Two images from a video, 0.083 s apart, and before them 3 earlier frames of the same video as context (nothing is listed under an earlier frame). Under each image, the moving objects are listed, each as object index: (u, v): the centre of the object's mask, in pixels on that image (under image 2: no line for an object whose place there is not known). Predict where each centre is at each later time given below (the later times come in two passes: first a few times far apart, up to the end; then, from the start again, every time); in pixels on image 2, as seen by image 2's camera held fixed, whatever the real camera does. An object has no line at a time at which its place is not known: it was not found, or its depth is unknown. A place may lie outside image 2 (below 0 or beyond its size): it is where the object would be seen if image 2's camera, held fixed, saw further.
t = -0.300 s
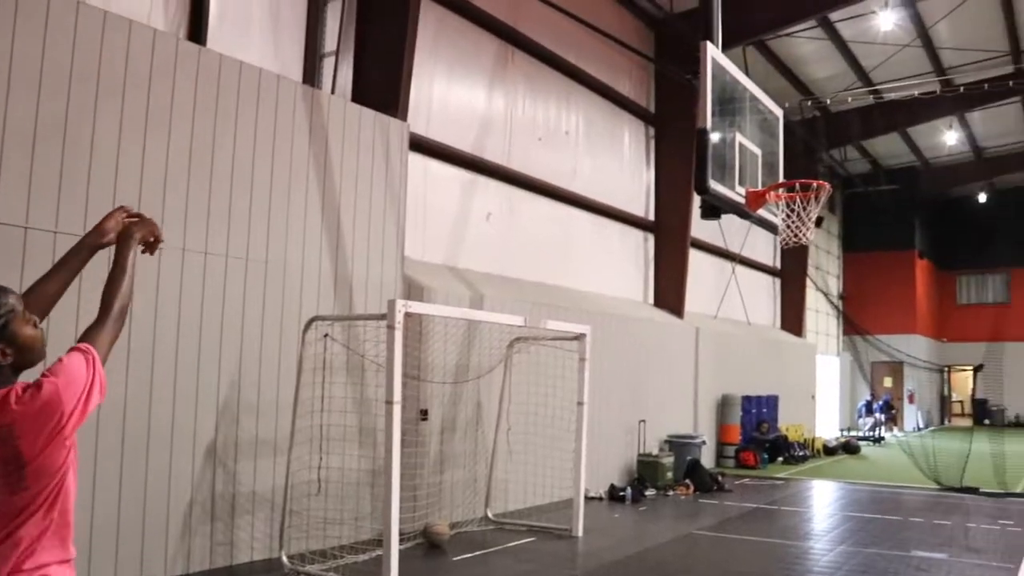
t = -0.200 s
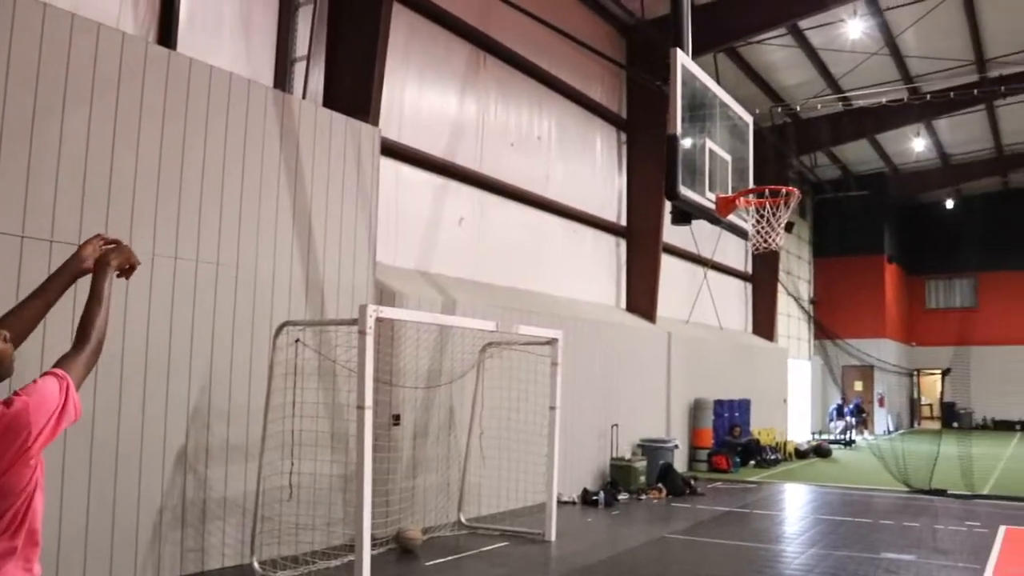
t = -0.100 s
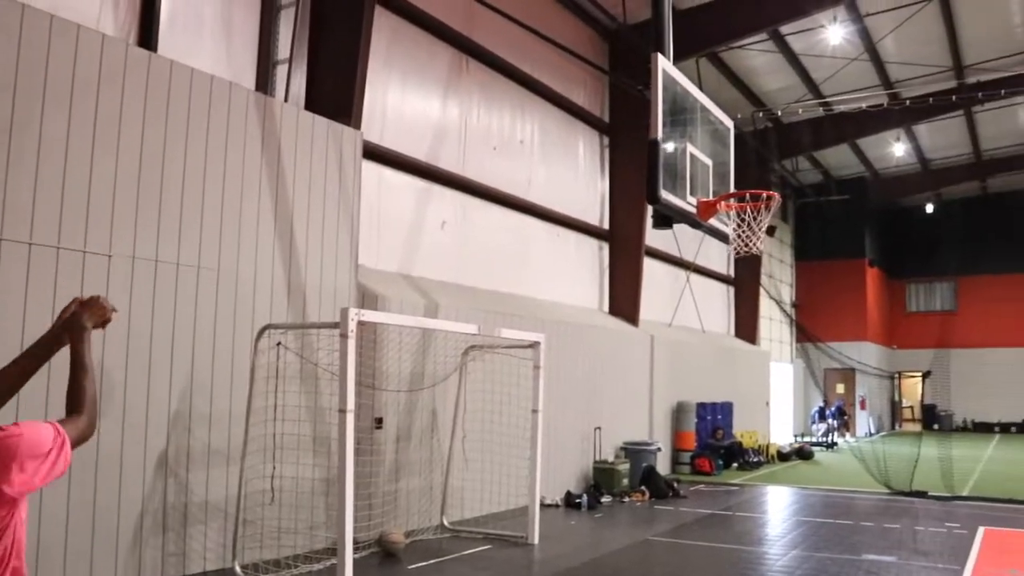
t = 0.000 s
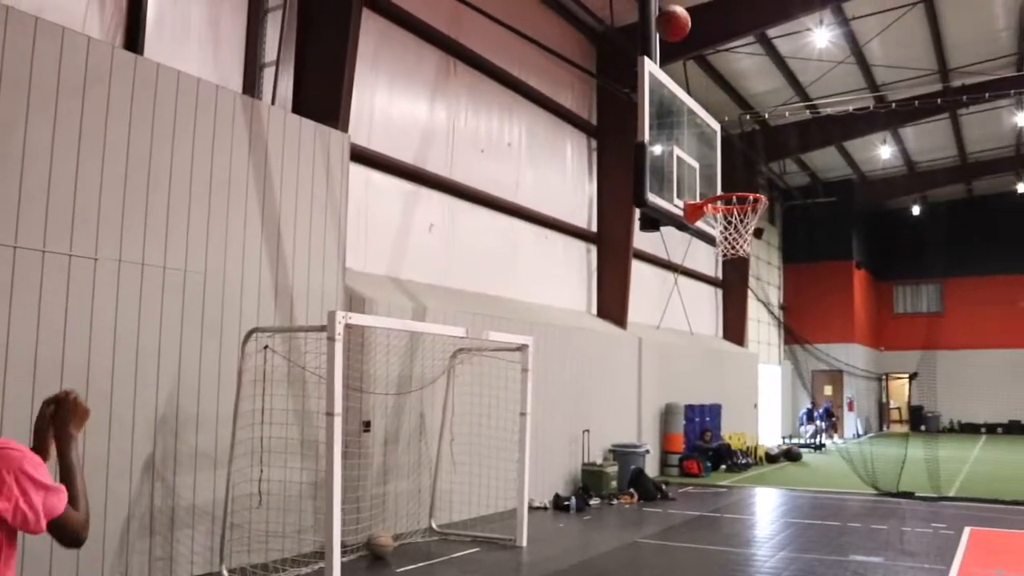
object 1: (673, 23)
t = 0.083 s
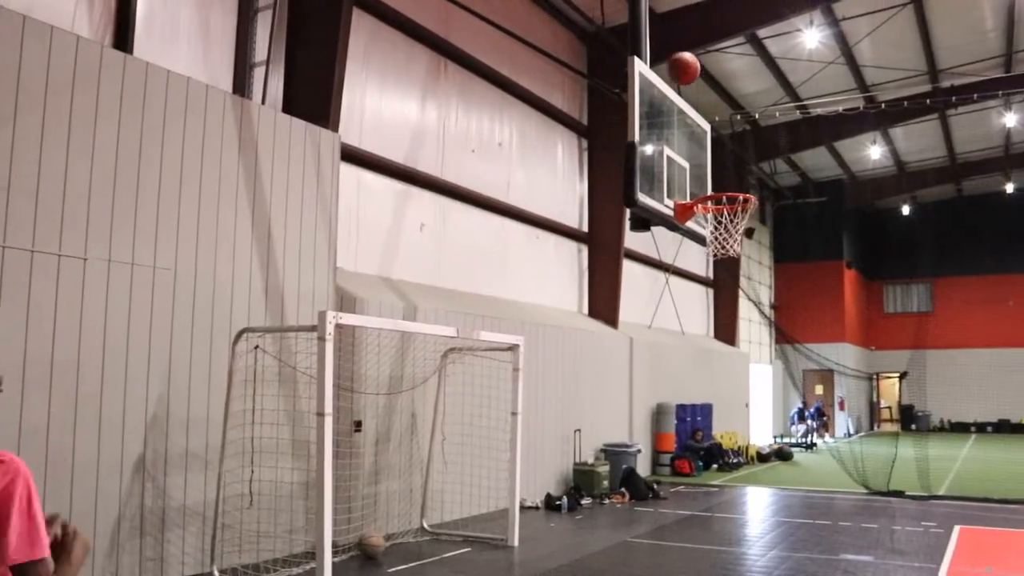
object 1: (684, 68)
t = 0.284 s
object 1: (721, 187)
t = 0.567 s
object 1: (719, 292)
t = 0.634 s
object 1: (718, 325)
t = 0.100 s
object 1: (687, 77)
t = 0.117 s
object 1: (691, 87)
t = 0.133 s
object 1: (694, 97)
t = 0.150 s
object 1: (698, 107)
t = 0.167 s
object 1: (701, 118)
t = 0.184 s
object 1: (705, 128)
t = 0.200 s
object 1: (707, 139)
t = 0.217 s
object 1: (710, 149)
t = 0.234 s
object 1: (714, 160)
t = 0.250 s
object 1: (716, 171)
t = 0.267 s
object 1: (719, 181)
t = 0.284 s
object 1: (721, 187)
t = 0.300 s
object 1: (724, 204)
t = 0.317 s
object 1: (725, 208)
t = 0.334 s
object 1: (727, 212)
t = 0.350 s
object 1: (725, 222)
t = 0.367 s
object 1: (725, 231)
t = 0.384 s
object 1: (725, 236)
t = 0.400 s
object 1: (725, 238)
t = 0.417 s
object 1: (726, 246)
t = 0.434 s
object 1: (725, 246)
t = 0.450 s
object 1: (724, 250)
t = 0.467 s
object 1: (723, 255)
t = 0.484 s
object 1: (722, 260)
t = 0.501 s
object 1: (721, 266)
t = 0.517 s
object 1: (721, 272)
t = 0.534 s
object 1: (721, 277)
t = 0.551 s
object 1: (720, 285)
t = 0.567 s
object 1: (719, 292)
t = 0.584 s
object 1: (719, 299)
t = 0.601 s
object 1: (718, 307)
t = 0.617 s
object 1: (718, 316)
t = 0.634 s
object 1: (718, 325)
